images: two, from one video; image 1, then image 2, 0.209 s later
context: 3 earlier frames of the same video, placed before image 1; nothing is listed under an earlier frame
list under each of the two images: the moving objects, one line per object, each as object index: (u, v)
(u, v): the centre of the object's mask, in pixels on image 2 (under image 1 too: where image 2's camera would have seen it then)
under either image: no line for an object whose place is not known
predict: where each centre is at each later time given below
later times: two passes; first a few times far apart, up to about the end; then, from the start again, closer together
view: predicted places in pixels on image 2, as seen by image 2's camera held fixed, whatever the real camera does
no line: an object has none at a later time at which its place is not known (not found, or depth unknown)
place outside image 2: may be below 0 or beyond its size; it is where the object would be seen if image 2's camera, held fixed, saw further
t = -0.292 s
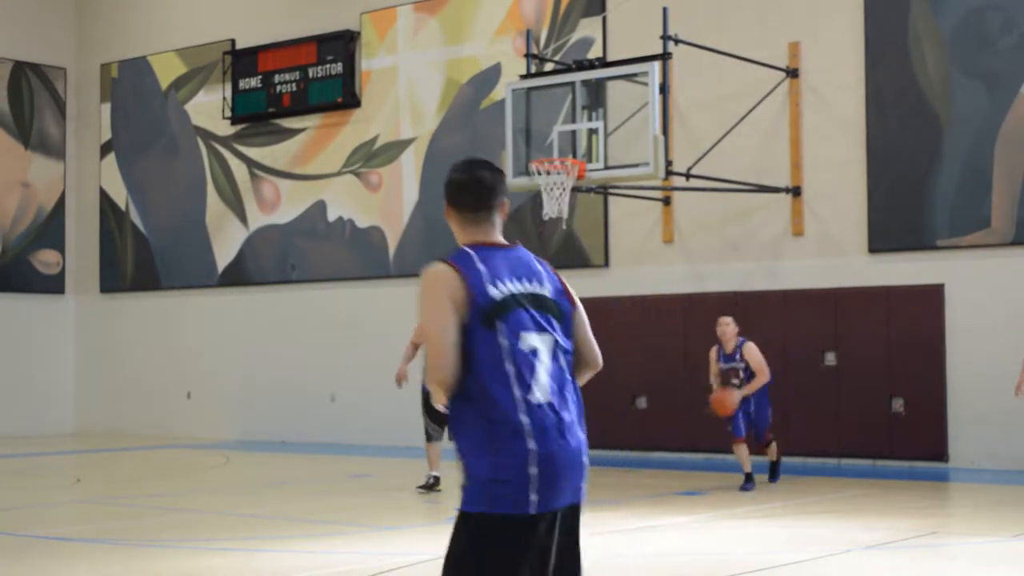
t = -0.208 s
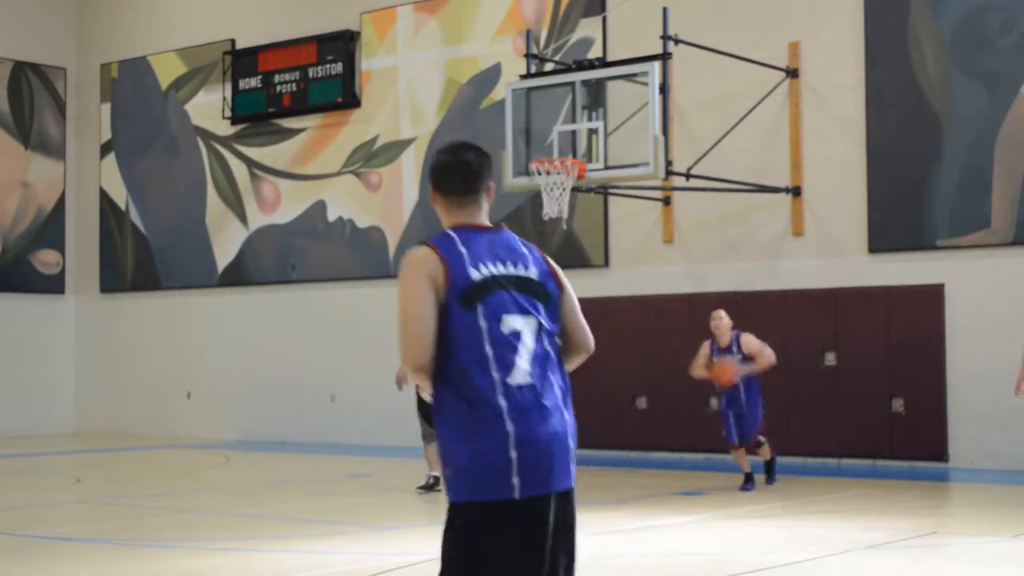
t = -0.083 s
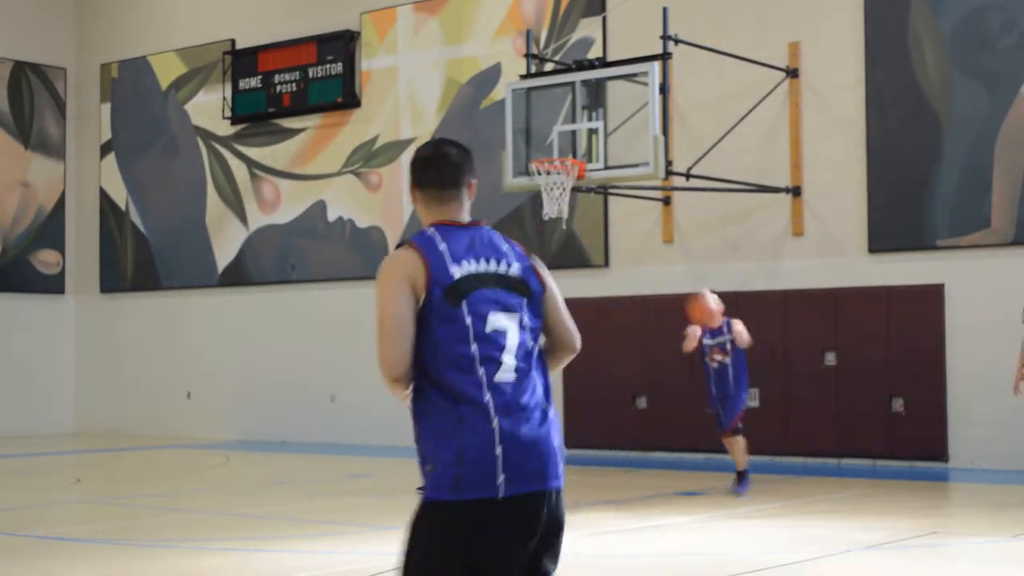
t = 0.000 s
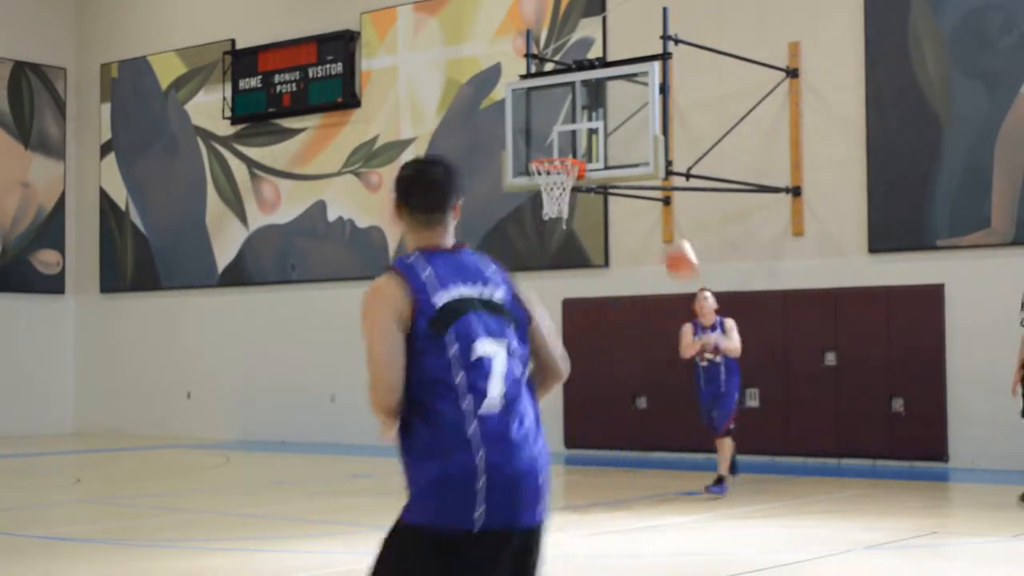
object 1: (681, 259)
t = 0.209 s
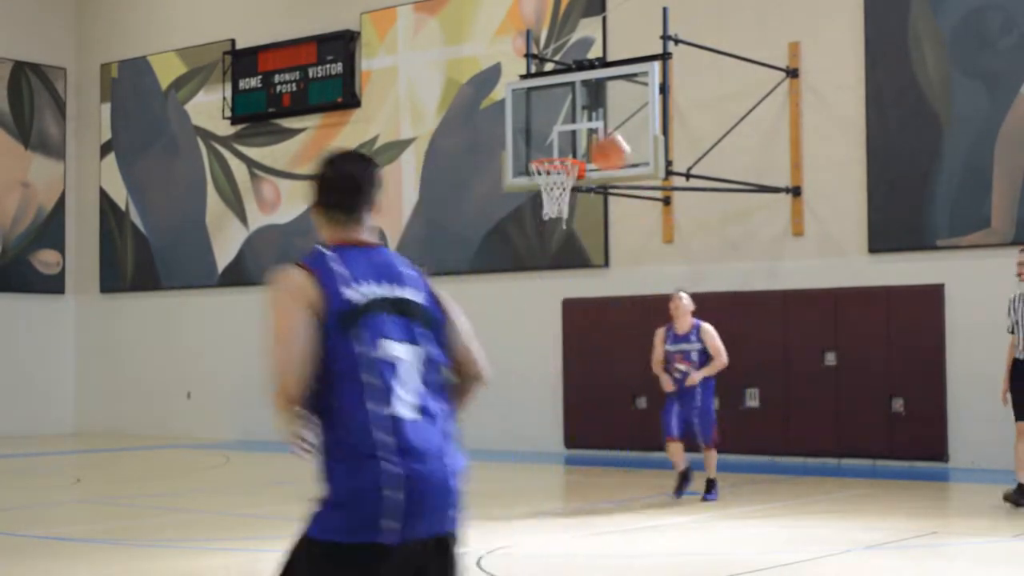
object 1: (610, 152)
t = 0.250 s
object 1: (591, 132)
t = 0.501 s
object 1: (431, 44)
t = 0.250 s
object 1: (591, 132)
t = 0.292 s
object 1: (571, 114)
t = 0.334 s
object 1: (549, 97)
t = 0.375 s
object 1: (526, 82)
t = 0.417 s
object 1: (497, 68)
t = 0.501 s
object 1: (431, 44)
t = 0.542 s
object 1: (398, 37)
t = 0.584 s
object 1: (347, 36)
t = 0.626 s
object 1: (300, 39)
